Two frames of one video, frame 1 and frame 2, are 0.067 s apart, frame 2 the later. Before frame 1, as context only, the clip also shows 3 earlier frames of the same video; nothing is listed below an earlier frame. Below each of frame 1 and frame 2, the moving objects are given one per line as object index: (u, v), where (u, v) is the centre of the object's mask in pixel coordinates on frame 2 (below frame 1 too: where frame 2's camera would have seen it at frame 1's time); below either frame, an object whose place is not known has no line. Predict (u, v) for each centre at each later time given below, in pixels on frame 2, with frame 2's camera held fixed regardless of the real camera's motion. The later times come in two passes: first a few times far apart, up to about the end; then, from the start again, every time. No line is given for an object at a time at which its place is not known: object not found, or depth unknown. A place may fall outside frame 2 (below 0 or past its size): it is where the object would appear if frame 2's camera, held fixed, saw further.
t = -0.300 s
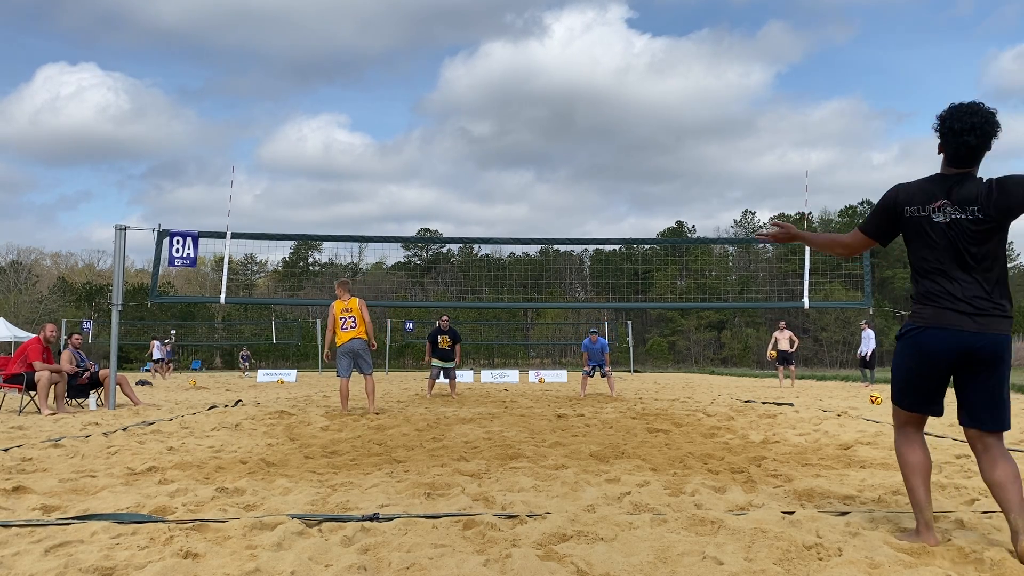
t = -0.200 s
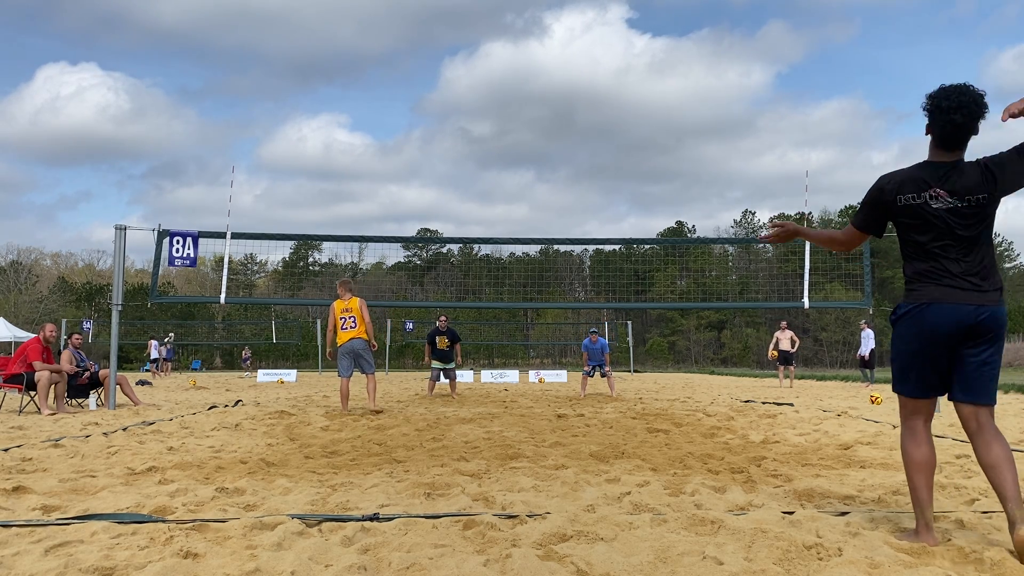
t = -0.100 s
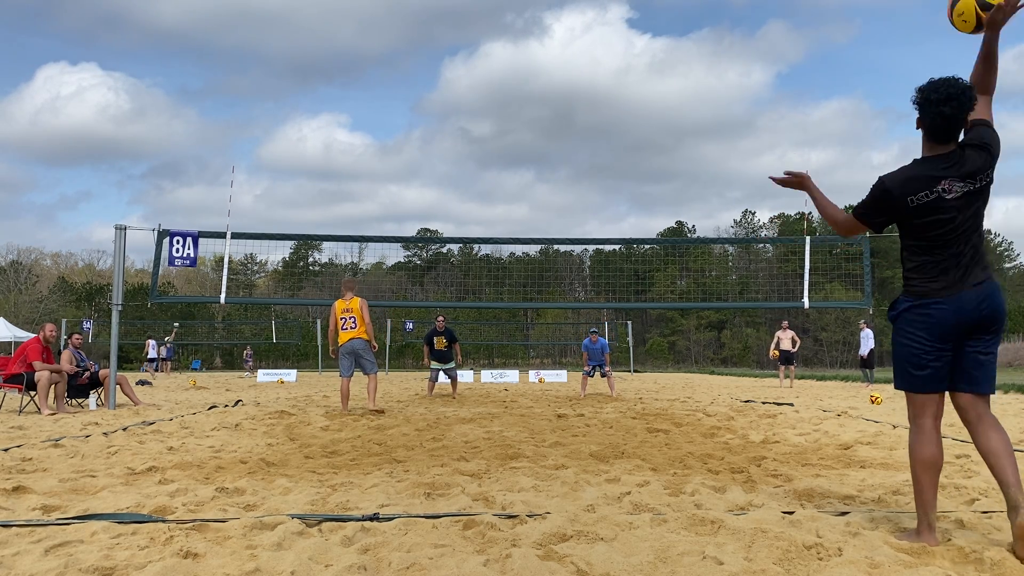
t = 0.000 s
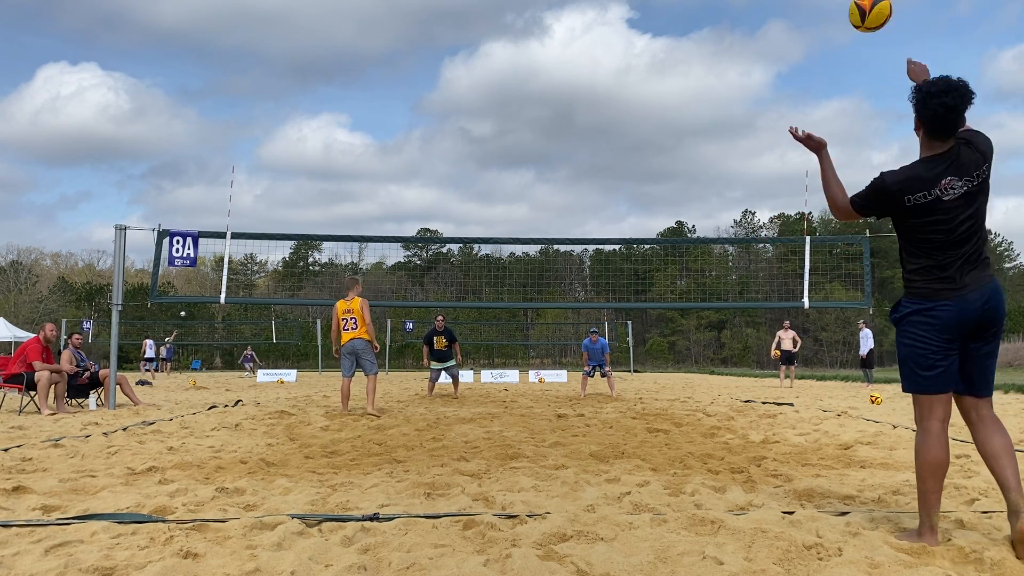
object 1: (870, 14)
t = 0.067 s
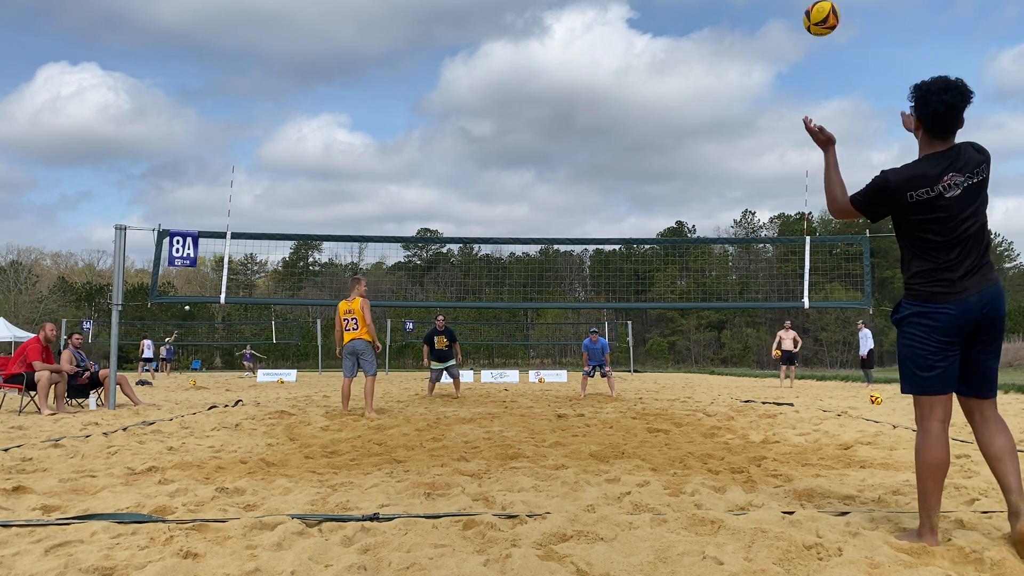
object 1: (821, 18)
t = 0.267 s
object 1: (739, 56)
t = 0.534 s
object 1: (689, 129)
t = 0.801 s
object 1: (665, 214)
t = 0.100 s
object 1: (803, 23)
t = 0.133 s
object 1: (786, 28)
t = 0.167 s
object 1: (772, 35)
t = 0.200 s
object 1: (760, 41)
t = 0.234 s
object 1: (749, 48)
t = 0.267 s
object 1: (739, 56)
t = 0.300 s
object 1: (730, 65)
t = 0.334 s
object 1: (722, 73)
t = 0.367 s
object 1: (715, 81)
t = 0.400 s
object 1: (709, 90)
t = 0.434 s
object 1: (703, 100)
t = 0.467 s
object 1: (698, 109)
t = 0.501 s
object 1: (693, 119)
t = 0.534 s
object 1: (689, 129)
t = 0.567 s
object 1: (686, 139)
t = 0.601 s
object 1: (682, 149)
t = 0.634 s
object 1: (679, 159)
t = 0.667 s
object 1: (676, 170)
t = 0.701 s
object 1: (673, 181)
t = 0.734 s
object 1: (670, 192)
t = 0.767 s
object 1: (668, 203)
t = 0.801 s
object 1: (665, 214)
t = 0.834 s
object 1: (663, 225)
